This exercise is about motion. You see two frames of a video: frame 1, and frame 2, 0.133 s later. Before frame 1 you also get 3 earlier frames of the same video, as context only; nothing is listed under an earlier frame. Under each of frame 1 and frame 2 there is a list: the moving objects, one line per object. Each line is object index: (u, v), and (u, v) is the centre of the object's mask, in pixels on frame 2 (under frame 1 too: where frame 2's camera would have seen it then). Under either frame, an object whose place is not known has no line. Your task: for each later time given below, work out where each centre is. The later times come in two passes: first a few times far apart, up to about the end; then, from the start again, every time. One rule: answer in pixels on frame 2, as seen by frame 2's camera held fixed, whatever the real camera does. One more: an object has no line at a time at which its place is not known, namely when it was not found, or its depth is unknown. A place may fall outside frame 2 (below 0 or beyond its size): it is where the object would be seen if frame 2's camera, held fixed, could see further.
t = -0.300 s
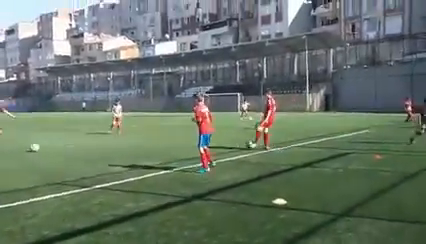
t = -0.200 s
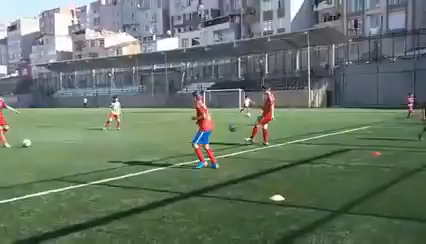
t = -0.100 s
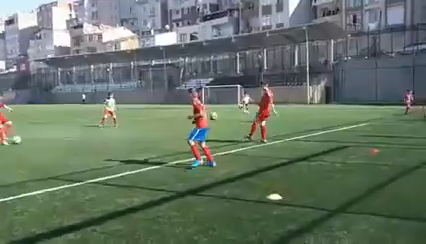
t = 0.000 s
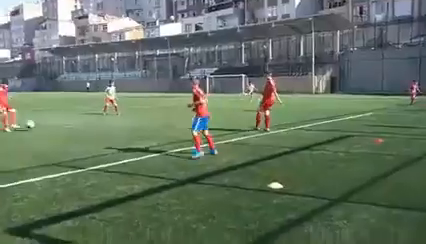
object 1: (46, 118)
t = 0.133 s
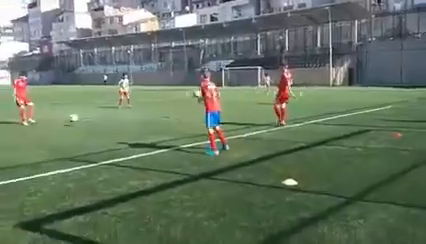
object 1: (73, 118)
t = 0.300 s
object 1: (107, 122)
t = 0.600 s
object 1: (157, 125)
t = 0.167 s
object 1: (80, 119)
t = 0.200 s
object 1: (88, 120)
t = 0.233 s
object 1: (95, 123)
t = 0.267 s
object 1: (101, 123)
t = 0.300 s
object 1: (107, 122)
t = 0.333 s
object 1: (112, 121)
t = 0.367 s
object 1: (117, 120)
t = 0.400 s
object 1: (123, 120)
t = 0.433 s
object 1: (128, 120)
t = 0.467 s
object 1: (134, 122)
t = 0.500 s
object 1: (141, 123)
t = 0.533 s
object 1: (147, 125)
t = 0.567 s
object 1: (153, 126)
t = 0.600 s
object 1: (157, 125)
